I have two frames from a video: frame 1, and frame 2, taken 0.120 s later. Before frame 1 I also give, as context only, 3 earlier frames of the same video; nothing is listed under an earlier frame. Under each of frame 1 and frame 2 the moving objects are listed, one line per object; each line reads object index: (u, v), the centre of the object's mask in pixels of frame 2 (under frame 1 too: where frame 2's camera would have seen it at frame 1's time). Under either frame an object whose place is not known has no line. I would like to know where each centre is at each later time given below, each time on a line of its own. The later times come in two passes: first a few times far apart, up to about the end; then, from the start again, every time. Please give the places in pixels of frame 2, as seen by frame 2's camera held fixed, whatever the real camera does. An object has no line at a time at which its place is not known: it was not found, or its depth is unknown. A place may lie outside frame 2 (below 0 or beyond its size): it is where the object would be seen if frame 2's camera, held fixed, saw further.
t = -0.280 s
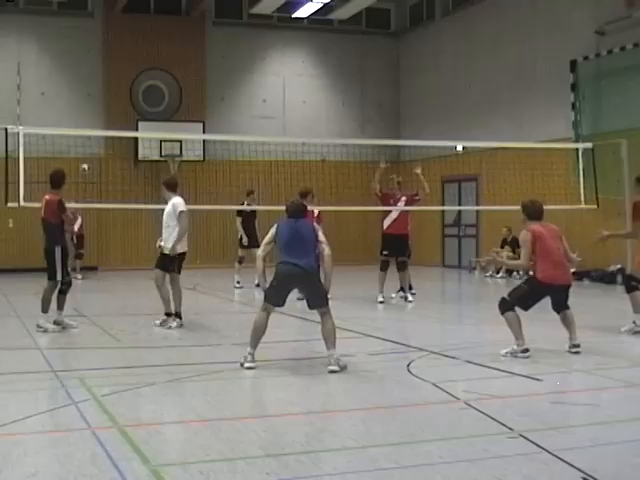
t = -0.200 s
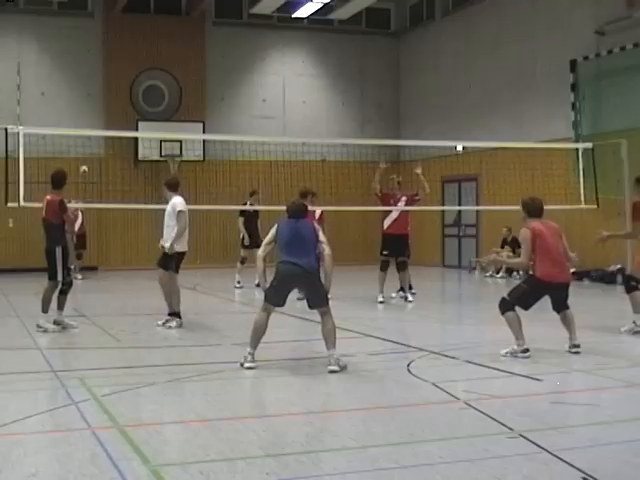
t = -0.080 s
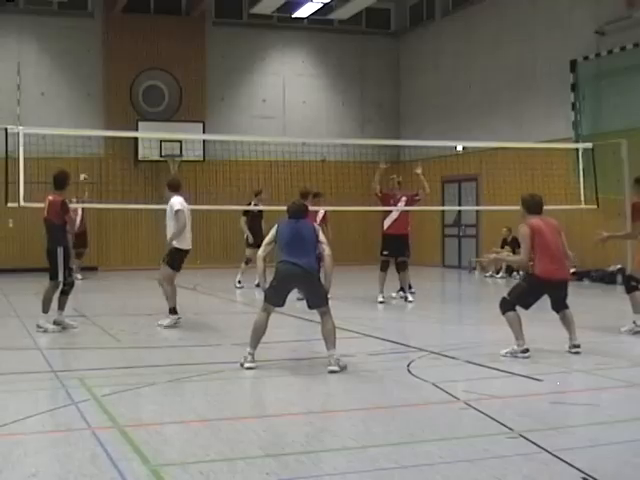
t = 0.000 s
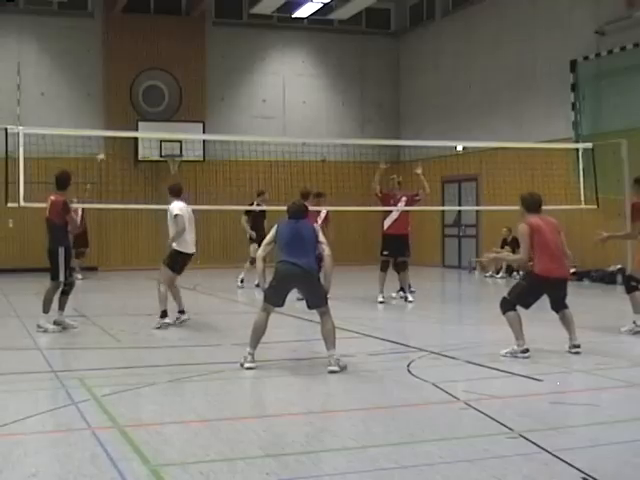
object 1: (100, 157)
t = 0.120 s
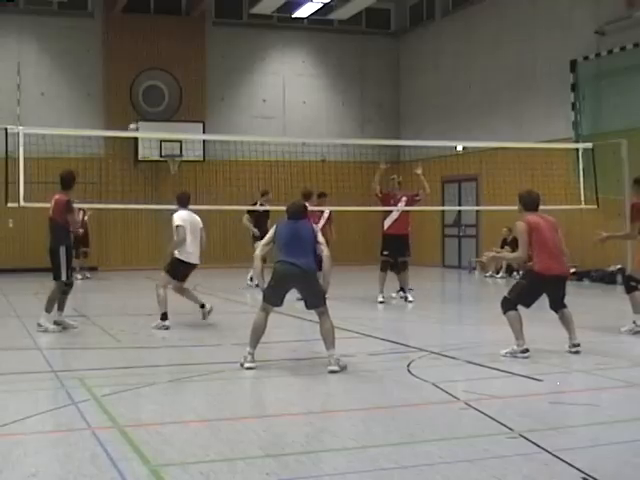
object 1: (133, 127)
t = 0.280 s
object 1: (184, 92)
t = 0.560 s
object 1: (293, 48)
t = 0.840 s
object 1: (435, 46)
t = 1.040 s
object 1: (560, 80)
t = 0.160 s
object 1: (145, 117)
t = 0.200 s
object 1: (157, 109)
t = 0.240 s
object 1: (170, 100)
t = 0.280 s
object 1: (184, 92)
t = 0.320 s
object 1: (198, 84)
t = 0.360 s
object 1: (211, 76)
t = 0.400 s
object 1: (227, 67)
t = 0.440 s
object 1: (243, 61)
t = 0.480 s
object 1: (262, 56)
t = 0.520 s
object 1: (278, 52)
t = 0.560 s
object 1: (293, 48)
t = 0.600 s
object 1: (311, 46)
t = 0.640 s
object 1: (329, 43)
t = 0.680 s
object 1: (350, 41)
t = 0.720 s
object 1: (369, 40)
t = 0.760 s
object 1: (390, 41)
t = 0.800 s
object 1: (412, 43)
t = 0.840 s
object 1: (435, 46)
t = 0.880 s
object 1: (456, 49)
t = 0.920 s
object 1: (482, 55)
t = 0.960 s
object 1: (507, 61)
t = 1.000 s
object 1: (532, 69)
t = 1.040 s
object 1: (560, 80)
